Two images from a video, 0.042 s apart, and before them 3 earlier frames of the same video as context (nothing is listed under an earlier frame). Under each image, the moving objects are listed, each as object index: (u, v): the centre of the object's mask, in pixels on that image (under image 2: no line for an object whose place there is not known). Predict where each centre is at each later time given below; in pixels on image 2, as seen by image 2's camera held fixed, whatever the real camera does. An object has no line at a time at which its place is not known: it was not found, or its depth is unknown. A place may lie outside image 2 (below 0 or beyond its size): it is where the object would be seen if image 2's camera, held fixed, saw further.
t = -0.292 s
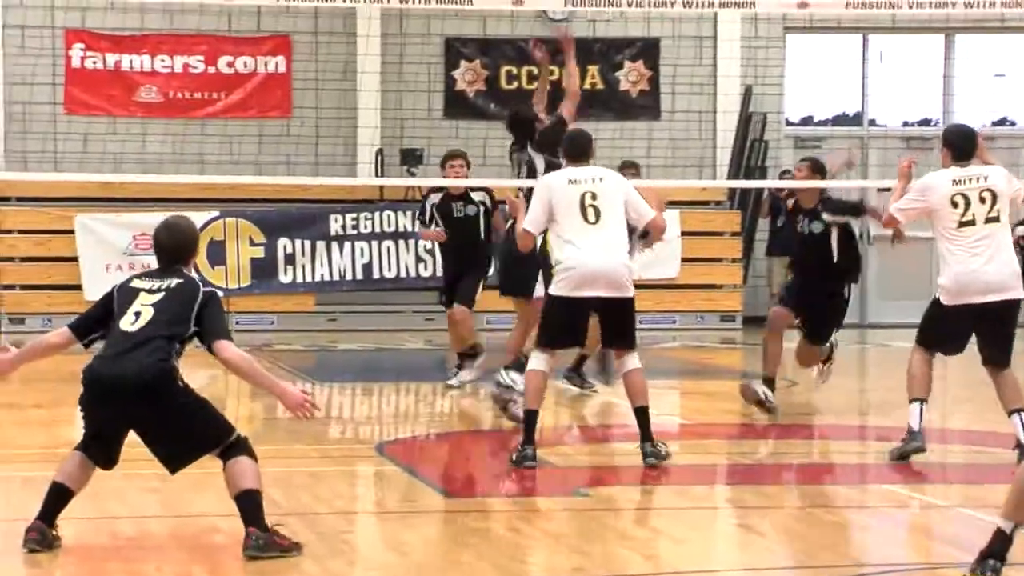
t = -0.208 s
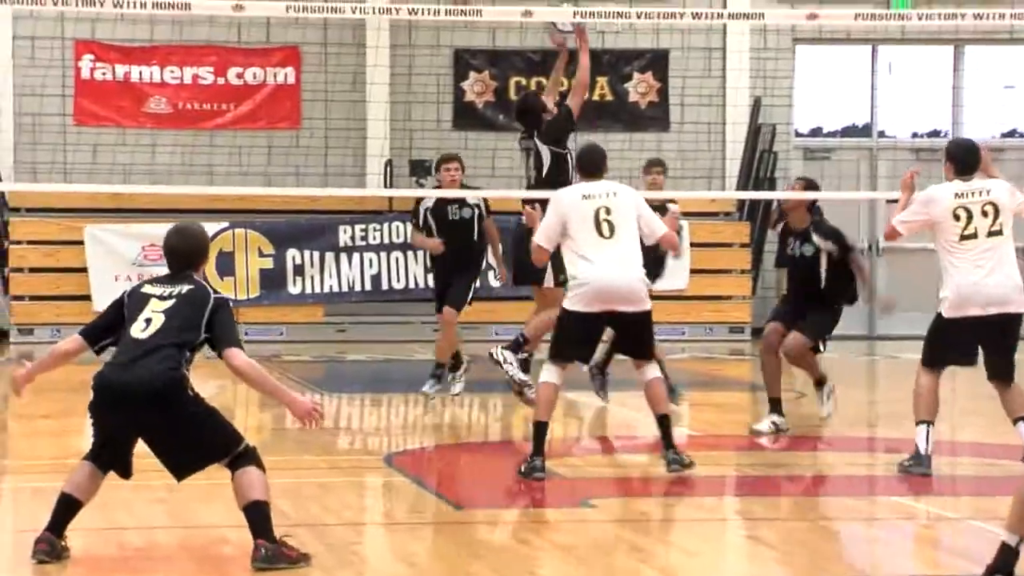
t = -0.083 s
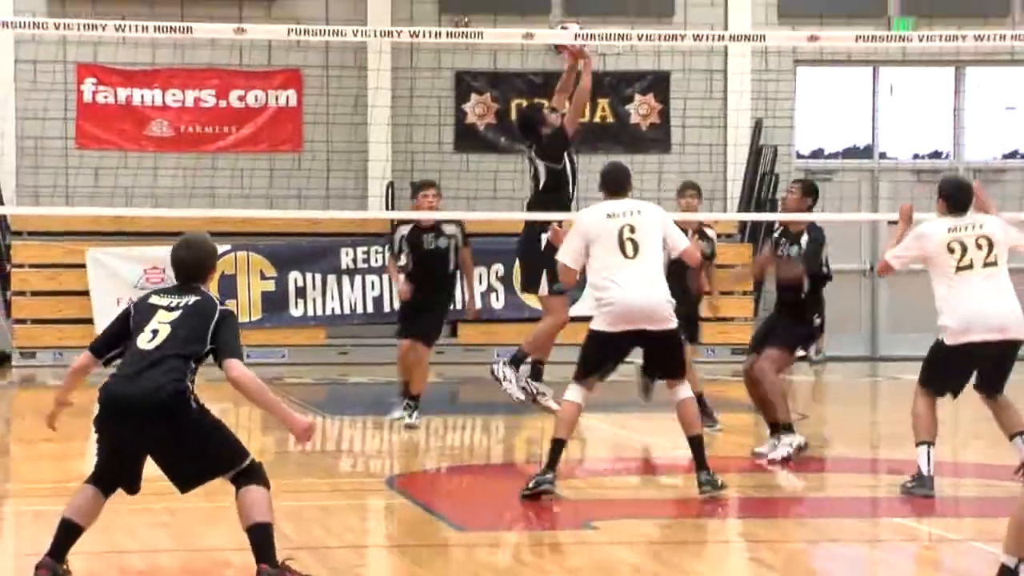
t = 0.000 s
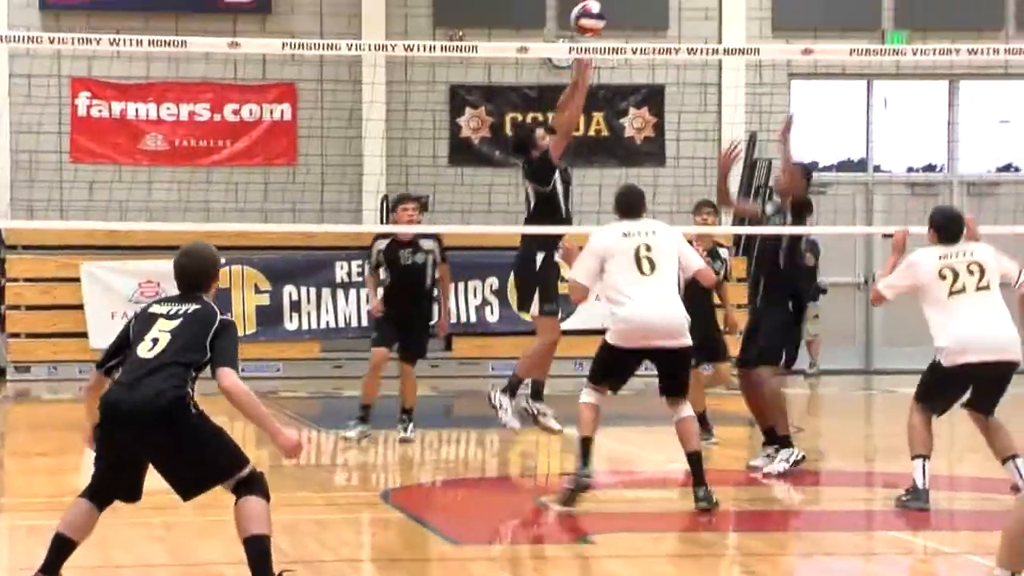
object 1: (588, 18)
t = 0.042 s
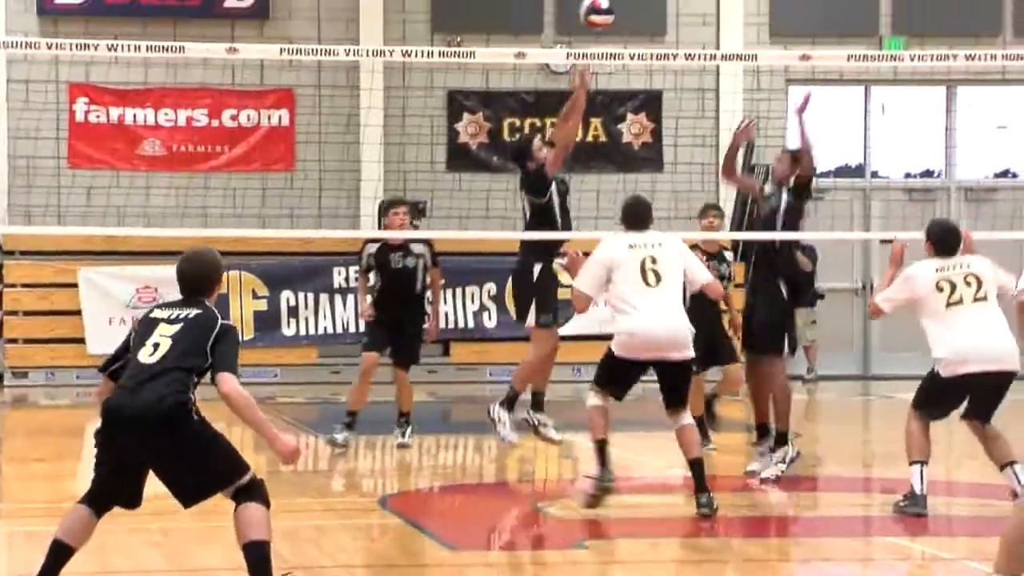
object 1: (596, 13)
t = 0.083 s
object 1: (613, 2)
